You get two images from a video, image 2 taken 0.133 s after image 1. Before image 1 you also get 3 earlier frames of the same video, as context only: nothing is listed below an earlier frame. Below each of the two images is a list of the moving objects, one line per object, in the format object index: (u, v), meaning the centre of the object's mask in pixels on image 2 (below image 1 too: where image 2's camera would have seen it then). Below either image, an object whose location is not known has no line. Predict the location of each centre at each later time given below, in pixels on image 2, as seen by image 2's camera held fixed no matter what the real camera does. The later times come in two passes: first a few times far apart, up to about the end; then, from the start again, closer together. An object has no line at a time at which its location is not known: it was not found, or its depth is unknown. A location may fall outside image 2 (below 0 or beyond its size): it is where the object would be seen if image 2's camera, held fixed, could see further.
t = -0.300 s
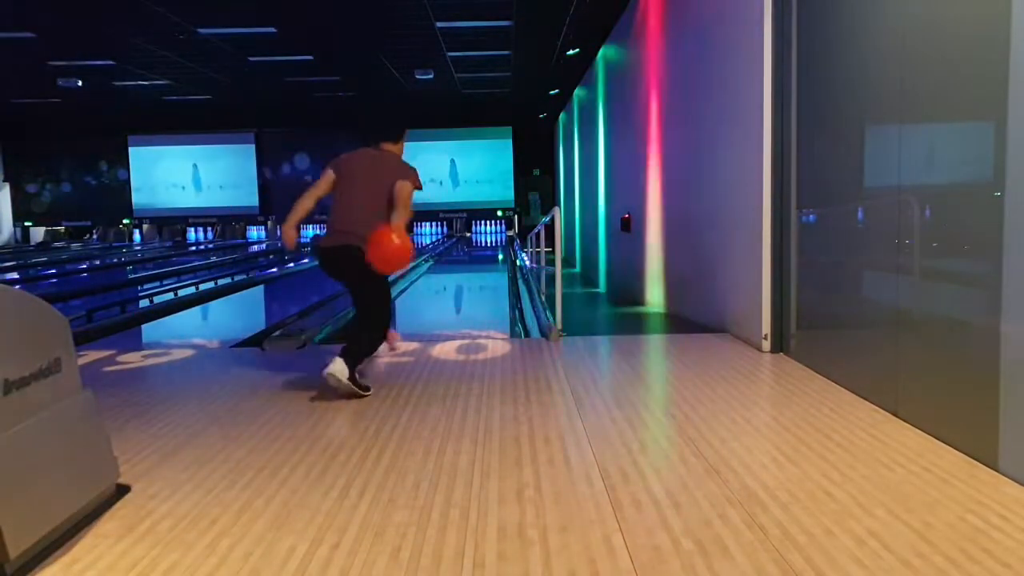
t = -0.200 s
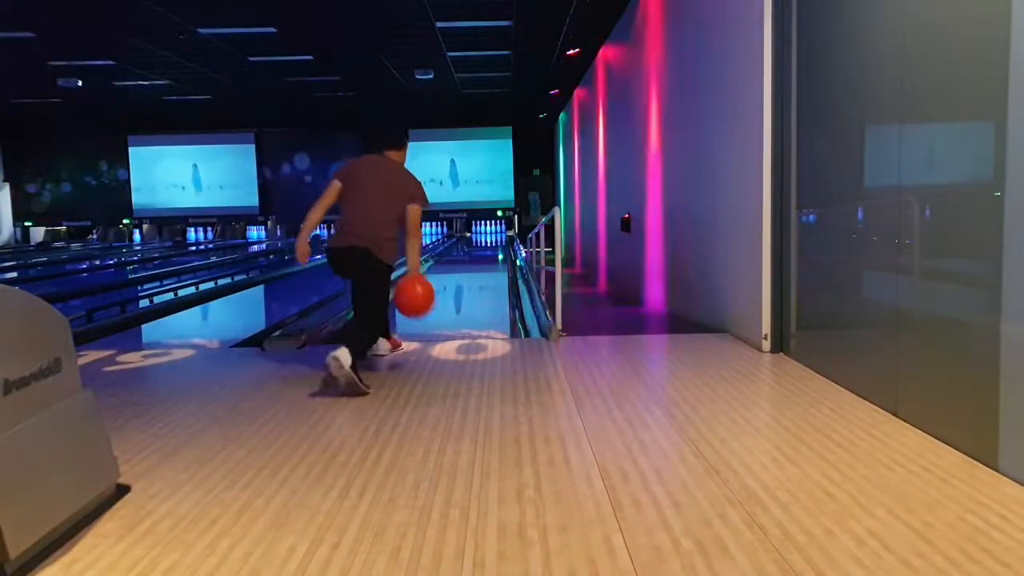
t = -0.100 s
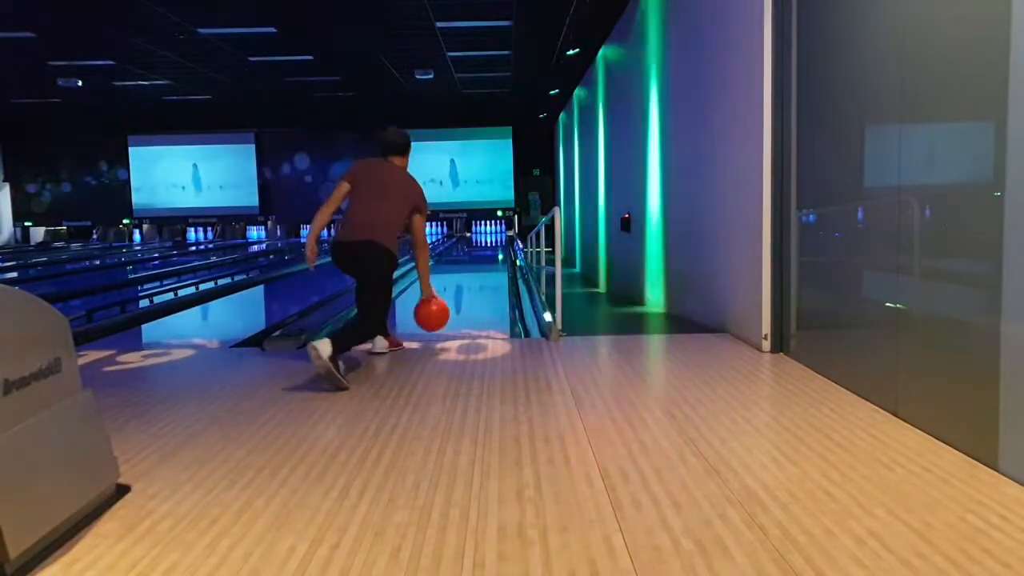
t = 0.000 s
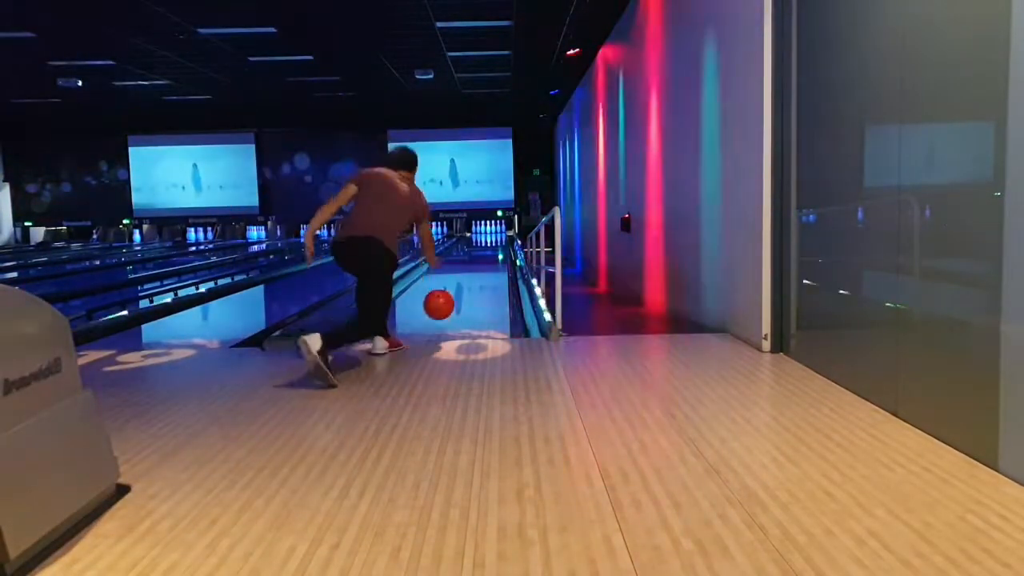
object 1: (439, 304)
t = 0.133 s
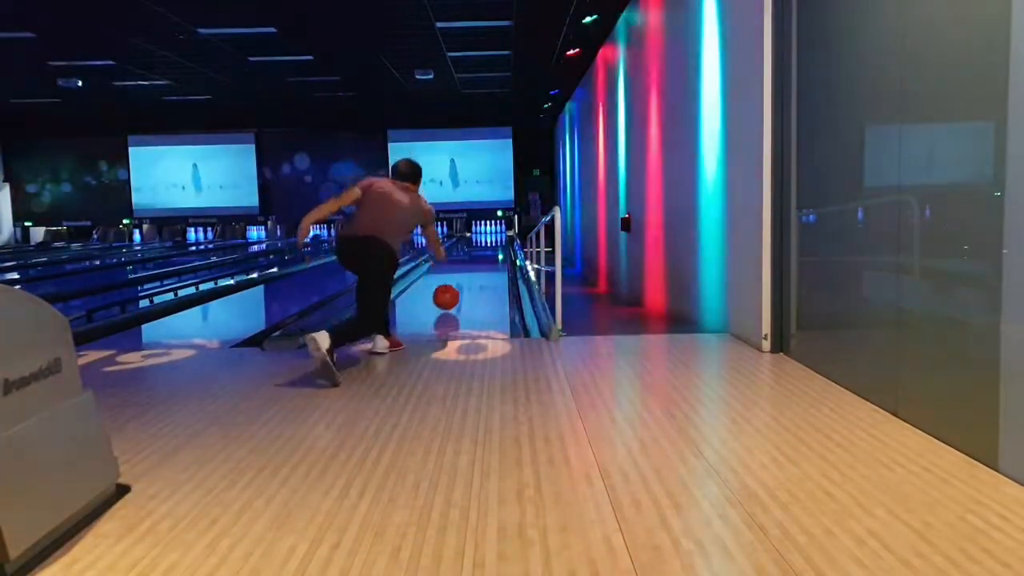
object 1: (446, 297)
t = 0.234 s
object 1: (450, 288)
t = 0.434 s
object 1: (454, 275)
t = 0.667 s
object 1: (459, 262)
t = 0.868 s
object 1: (462, 258)
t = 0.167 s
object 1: (447, 294)
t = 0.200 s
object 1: (448, 291)
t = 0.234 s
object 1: (450, 288)
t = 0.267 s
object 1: (451, 286)
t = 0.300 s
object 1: (451, 283)
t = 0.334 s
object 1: (452, 281)
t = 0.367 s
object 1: (453, 278)
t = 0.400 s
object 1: (454, 277)
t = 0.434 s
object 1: (454, 275)
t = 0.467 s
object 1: (455, 273)
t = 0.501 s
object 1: (456, 272)
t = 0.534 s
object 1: (456, 269)
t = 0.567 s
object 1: (457, 268)
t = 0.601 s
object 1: (457, 266)
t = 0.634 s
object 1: (459, 264)
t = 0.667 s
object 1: (459, 262)
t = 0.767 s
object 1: (462, 259)
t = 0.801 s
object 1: (462, 259)
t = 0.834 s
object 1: (462, 259)
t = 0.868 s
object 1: (462, 258)
